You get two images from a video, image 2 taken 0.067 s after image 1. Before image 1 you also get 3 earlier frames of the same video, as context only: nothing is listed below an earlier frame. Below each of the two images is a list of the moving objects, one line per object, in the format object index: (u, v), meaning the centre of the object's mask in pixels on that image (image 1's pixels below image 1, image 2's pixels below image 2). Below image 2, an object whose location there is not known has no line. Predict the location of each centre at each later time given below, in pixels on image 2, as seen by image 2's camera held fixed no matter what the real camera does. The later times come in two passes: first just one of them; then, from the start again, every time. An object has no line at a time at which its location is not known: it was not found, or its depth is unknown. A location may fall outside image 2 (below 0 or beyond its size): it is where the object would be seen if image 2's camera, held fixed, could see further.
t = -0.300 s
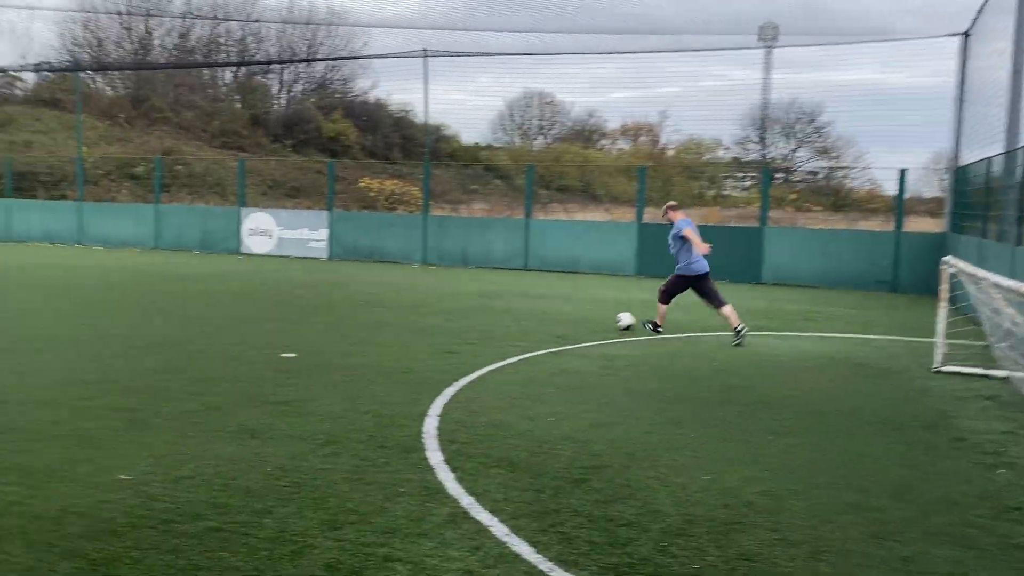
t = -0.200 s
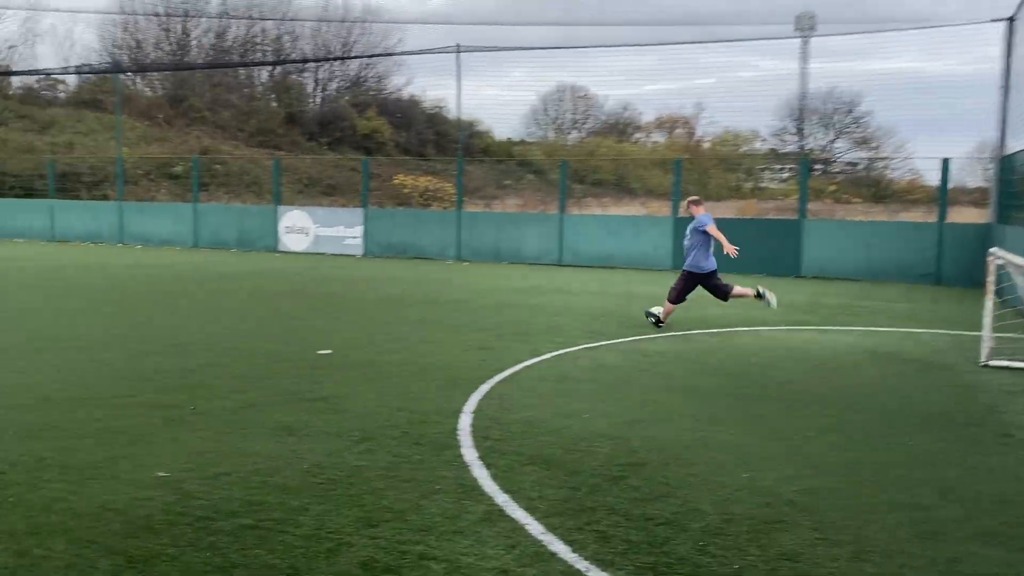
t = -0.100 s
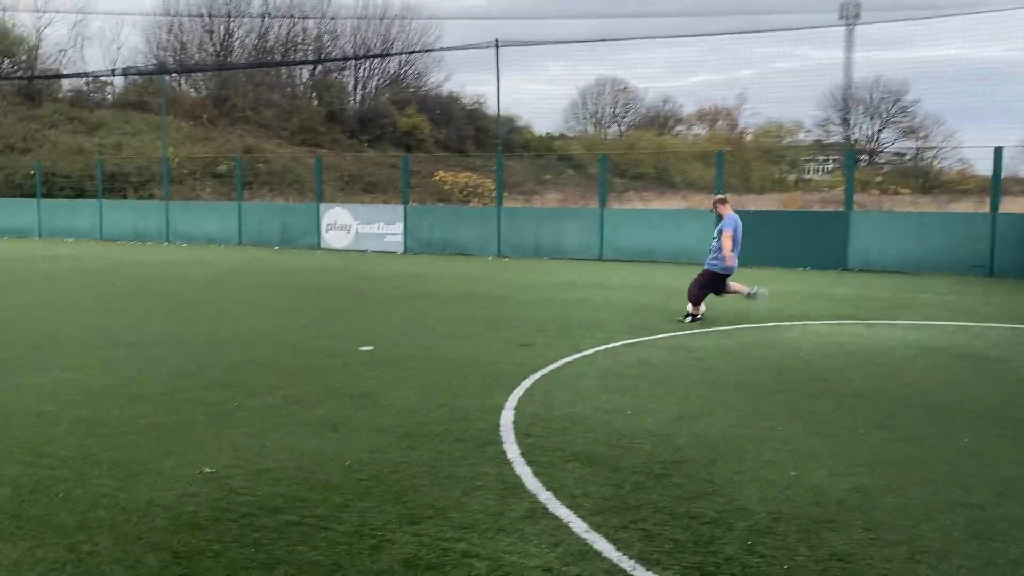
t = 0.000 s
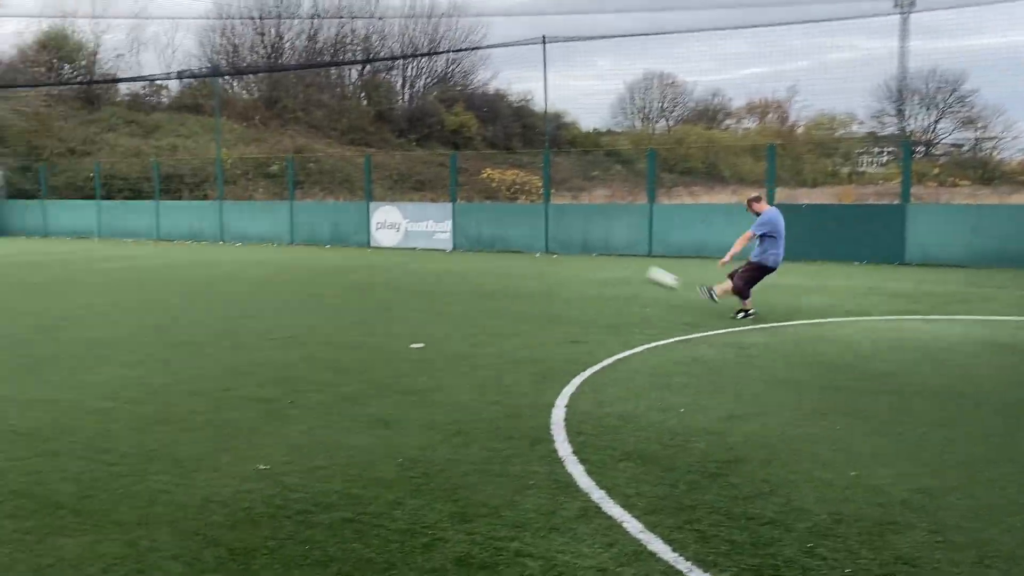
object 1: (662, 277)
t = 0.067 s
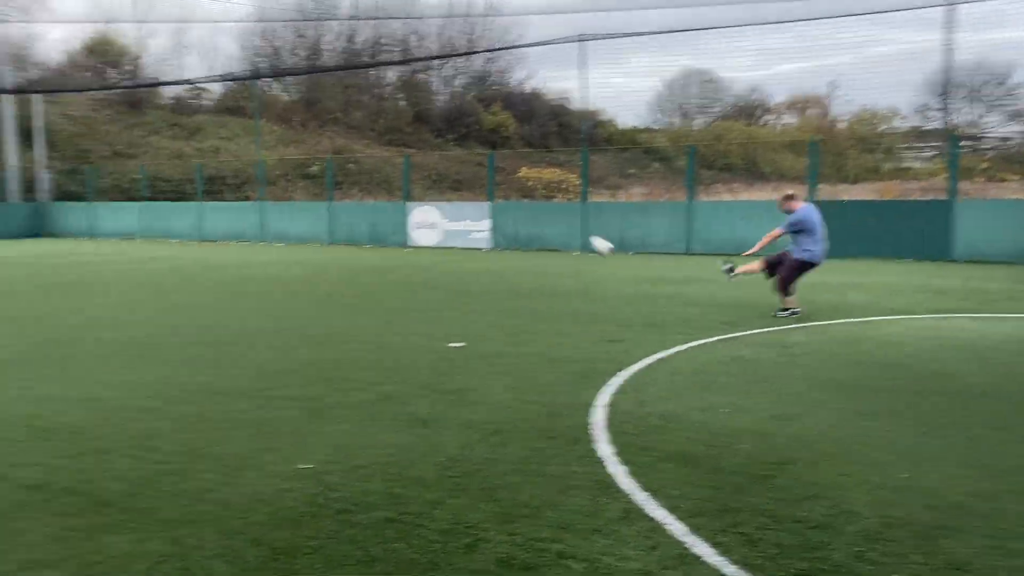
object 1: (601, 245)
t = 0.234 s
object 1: (391, 190)
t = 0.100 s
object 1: (554, 232)
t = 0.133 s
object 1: (510, 221)
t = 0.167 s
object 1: (467, 209)
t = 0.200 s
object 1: (427, 199)
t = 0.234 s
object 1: (391, 190)
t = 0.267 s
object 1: (354, 183)
